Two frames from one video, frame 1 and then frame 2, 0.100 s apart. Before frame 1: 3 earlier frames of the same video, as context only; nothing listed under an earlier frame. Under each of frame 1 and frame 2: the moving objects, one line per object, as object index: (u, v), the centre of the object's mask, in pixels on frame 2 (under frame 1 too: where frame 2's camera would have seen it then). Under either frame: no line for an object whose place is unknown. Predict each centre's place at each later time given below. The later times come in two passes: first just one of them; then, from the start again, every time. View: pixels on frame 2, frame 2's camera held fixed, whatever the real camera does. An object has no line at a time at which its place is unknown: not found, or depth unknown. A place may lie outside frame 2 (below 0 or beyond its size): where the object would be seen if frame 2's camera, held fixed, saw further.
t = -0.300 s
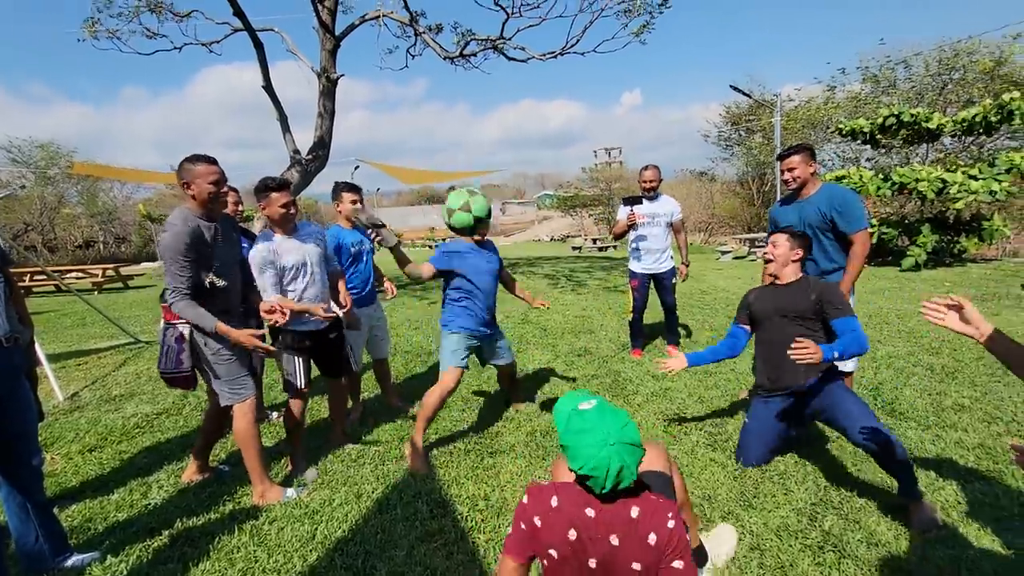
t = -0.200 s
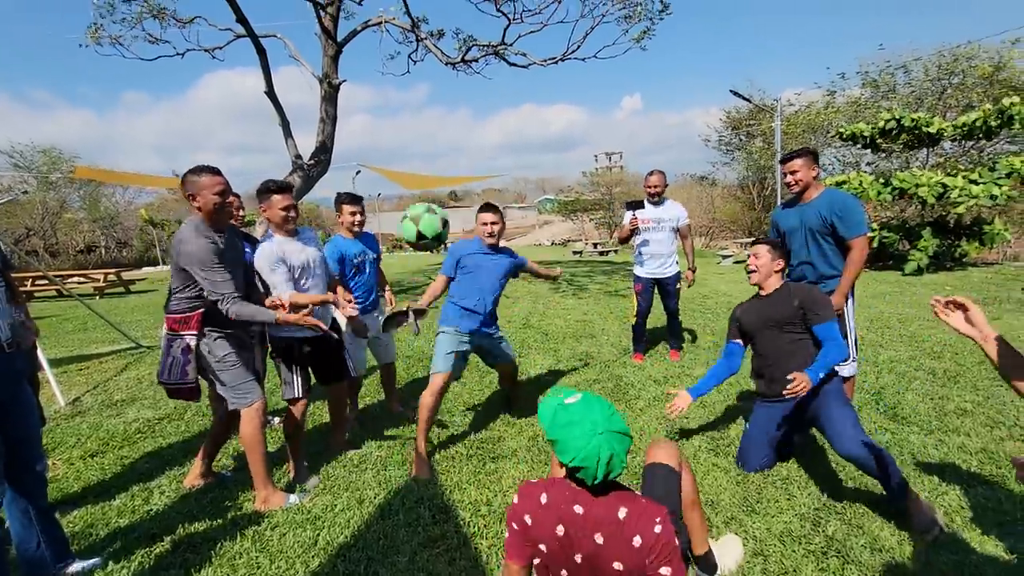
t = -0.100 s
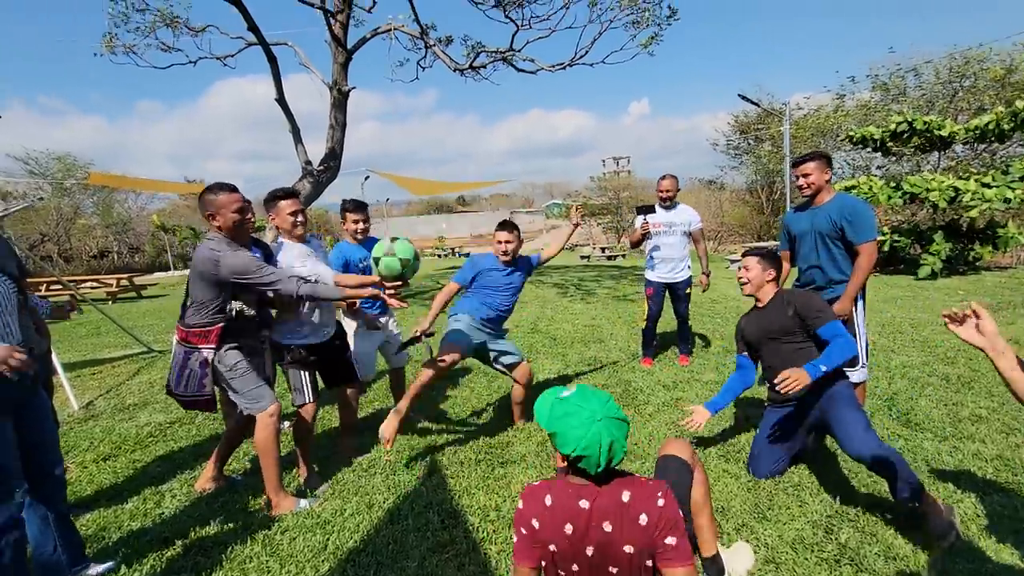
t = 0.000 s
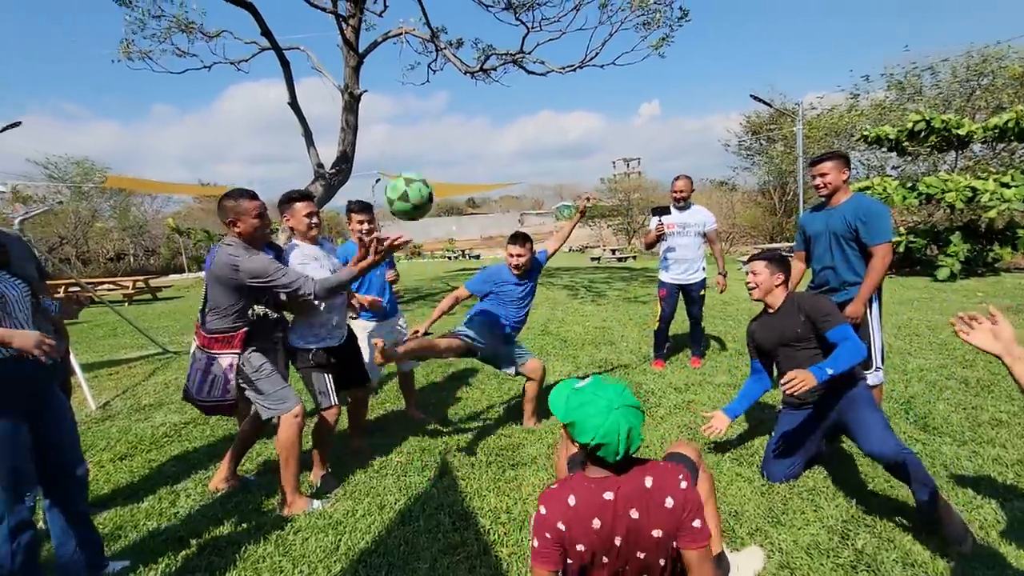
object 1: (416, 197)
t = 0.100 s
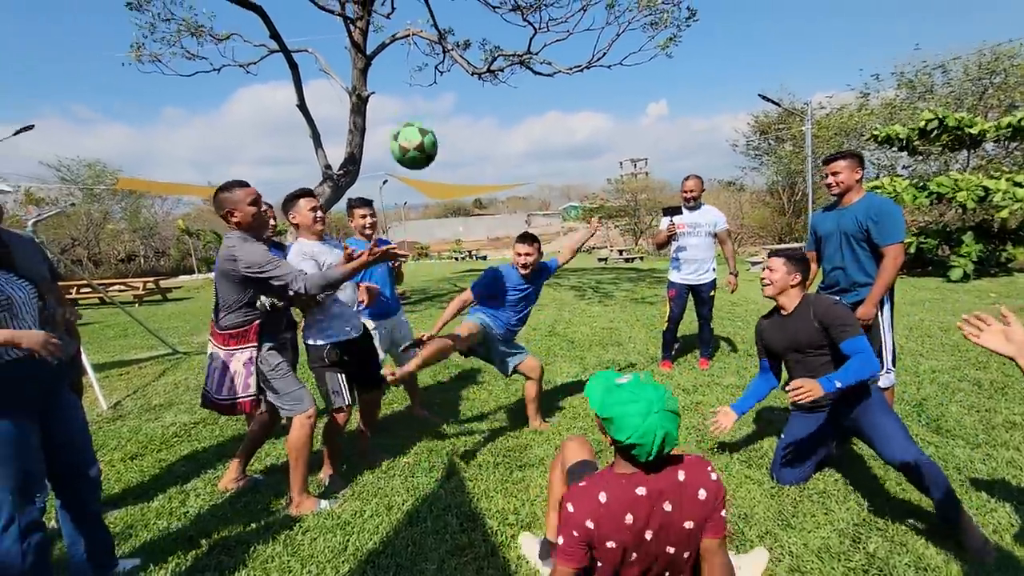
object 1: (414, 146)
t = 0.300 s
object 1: (415, 110)
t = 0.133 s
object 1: (413, 133)
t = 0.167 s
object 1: (413, 124)
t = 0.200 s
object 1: (413, 117)
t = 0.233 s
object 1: (414, 112)
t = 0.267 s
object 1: (414, 110)
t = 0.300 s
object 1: (415, 110)
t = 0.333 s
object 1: (415, 113)
